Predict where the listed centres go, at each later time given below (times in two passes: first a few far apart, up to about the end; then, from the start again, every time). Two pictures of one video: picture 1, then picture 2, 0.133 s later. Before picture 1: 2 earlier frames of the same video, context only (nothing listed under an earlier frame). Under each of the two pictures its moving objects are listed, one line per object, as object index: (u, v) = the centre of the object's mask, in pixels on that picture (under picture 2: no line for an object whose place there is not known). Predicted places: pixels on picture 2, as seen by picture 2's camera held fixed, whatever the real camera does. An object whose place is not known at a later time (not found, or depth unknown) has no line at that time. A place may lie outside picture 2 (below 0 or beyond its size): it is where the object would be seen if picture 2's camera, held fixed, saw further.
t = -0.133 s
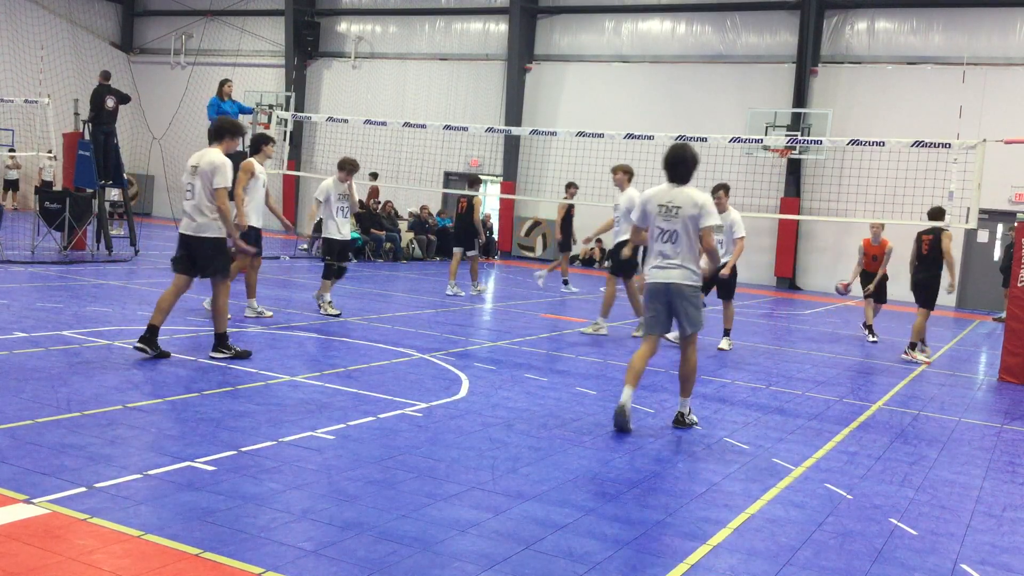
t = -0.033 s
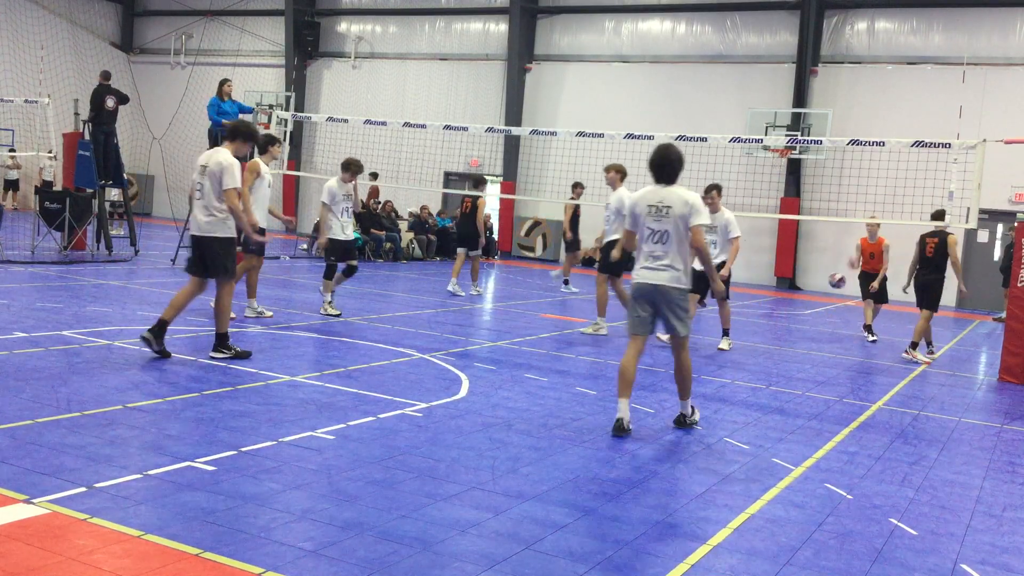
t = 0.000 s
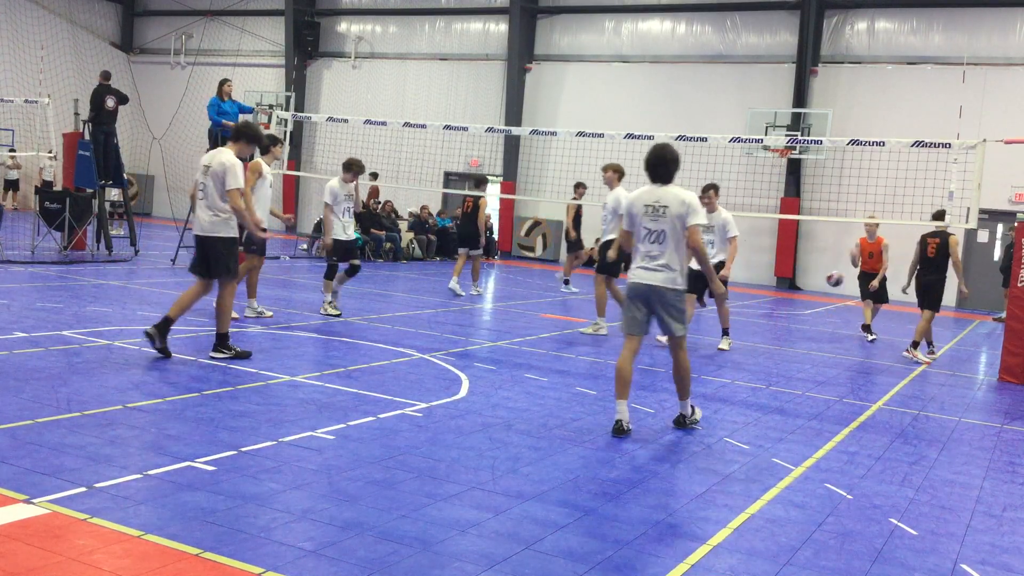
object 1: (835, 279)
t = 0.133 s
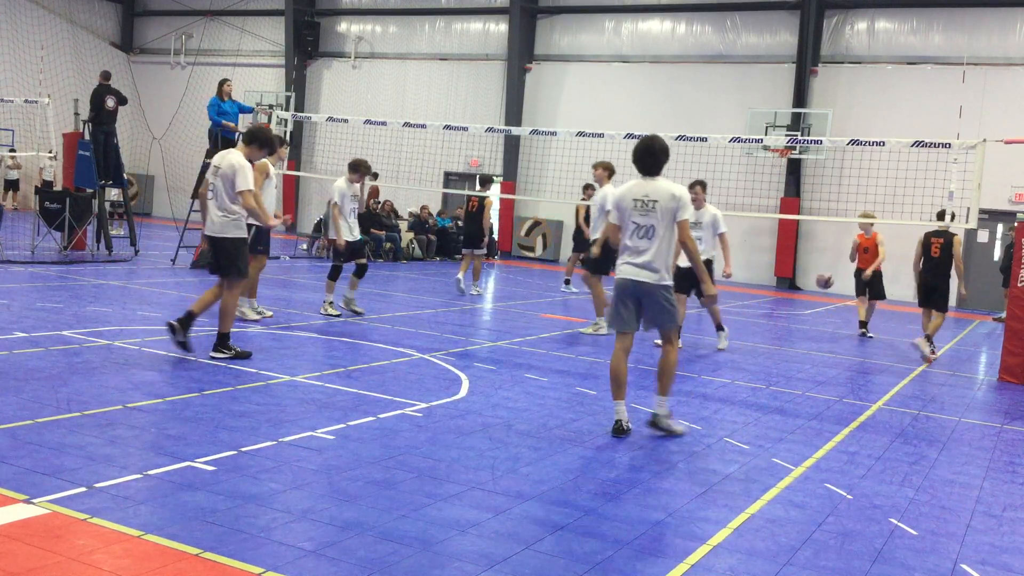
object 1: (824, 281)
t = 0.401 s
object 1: (798, 329)
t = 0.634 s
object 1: (781, 310)
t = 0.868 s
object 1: (761, 314)
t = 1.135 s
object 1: (733, 341)
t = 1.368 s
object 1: (708, 332)
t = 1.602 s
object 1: (676, 358)
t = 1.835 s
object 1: (646, 350)
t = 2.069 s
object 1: (609, 367)
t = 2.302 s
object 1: (569, 382)
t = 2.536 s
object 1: (526, 385)
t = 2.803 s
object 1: (467, 403)
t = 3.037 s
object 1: (405, 420)
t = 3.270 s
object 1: (337, 428)
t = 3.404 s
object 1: (292, 438)
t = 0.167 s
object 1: (822, 283)
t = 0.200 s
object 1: (819, 287)
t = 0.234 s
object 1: (817, 292)
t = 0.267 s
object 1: (812, 297)
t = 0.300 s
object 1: (809, 303)
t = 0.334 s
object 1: (805, 310)
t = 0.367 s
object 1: (801, 320)
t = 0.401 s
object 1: (798, 329)
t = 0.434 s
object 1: (794, 338)
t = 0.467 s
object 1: (791, 335)
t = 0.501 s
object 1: (790, 328)
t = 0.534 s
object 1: (787, 322)
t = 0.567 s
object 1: (786, 317)
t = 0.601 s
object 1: (784, 313)
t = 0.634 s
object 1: (781, 310)
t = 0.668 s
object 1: (779, 307)
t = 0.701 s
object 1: (776, 307)
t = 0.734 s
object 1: (774, 306)
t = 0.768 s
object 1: (771, 306)
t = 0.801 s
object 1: (769, 307)
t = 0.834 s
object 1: (764, 310)
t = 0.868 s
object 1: (761, 314)
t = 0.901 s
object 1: (758, 319)
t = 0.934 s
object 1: (755, 324)
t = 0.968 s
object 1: (751, 331)
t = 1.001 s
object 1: (747, 338)
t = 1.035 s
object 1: (743, 348)
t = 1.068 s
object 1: (739, 352)
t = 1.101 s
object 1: (736, 345)
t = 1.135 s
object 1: (733, 341)
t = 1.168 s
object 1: (730, 336)
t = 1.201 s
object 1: (727, 332)
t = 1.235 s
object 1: (723, 330)
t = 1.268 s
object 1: (719, 329)
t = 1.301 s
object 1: (716, 329)
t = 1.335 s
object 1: (711, 330)
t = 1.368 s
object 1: (708, 332)
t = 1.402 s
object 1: (704, 335)
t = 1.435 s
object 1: (699, 340)
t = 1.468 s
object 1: (695, 345)
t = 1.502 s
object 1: (689, 352)
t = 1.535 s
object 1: (685, 360)
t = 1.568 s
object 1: (679, 362)
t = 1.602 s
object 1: (676, 358)
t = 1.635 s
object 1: (672, 353)
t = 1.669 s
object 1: (668, 349)
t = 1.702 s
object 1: (664, 347)
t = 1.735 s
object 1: (660, 346)
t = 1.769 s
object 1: (655, 347)
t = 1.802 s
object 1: (651, 347)
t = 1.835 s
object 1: (646, 350)
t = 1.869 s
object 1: (641, 354)
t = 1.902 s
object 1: (635, 359)
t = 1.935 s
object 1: (630, 366)
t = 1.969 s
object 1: (624, 376)
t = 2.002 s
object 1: (618, 376)
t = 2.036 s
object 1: (614, 371)
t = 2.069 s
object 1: (609, 367)
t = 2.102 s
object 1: (604, 365)
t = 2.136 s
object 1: (599, 364)
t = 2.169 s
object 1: (593, 365)
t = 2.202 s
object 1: (589, 367)
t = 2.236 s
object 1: (582, 371)
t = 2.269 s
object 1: (576, 376)
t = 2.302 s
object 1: (569, 382)
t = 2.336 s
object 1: (563, 390)
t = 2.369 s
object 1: (557, 386)
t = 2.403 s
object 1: (552, 383)
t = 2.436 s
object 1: (546, 381)
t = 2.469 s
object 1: (539, 380)
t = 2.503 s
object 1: (533, 382)
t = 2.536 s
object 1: (526, 385)
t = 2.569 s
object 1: (519, 389)
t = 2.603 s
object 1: (512, 395)
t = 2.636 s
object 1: (505, 402)
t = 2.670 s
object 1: (497, 399)
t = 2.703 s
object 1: (491, 397)
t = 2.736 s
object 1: (483, 397)
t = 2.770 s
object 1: (475, 399)
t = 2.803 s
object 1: (467, 403)
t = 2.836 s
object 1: (458, 409)
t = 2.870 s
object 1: (450, 411)
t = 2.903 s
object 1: (442, 409)
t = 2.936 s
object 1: (434, 408)
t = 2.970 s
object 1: (426, 410)
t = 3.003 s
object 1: (416, 413)
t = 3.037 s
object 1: (405, 420)
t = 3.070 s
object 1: (395, 419)
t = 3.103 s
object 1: (387, 418)
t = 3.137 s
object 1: (377, 419)
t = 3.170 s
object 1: (368, 422)
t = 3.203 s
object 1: (358, 427)
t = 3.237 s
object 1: (348, 429)
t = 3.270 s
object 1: (337, 428)
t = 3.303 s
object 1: (326, 431)
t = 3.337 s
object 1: (315, 436)
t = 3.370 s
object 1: (303, 437)
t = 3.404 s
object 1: (292, 438)
